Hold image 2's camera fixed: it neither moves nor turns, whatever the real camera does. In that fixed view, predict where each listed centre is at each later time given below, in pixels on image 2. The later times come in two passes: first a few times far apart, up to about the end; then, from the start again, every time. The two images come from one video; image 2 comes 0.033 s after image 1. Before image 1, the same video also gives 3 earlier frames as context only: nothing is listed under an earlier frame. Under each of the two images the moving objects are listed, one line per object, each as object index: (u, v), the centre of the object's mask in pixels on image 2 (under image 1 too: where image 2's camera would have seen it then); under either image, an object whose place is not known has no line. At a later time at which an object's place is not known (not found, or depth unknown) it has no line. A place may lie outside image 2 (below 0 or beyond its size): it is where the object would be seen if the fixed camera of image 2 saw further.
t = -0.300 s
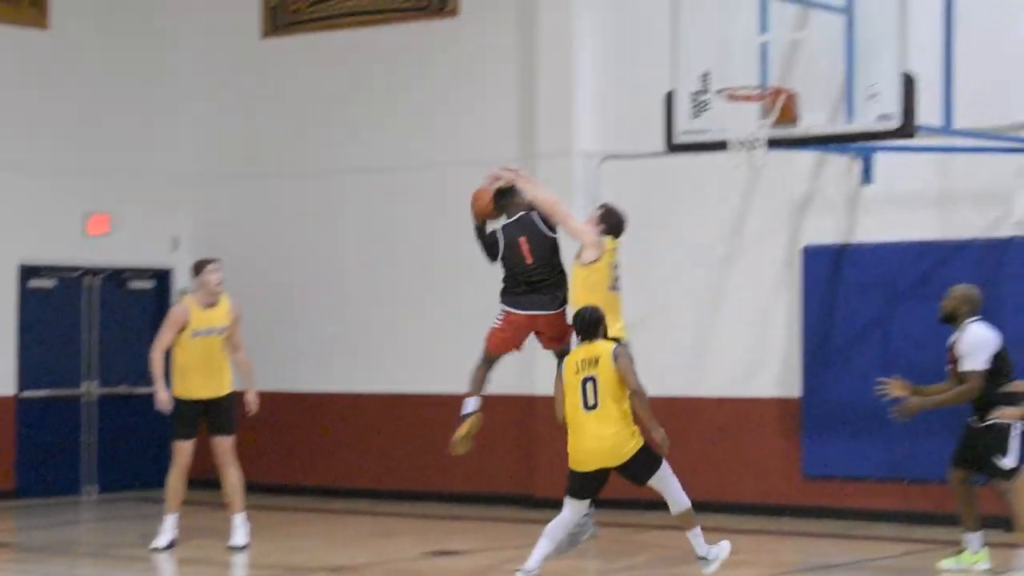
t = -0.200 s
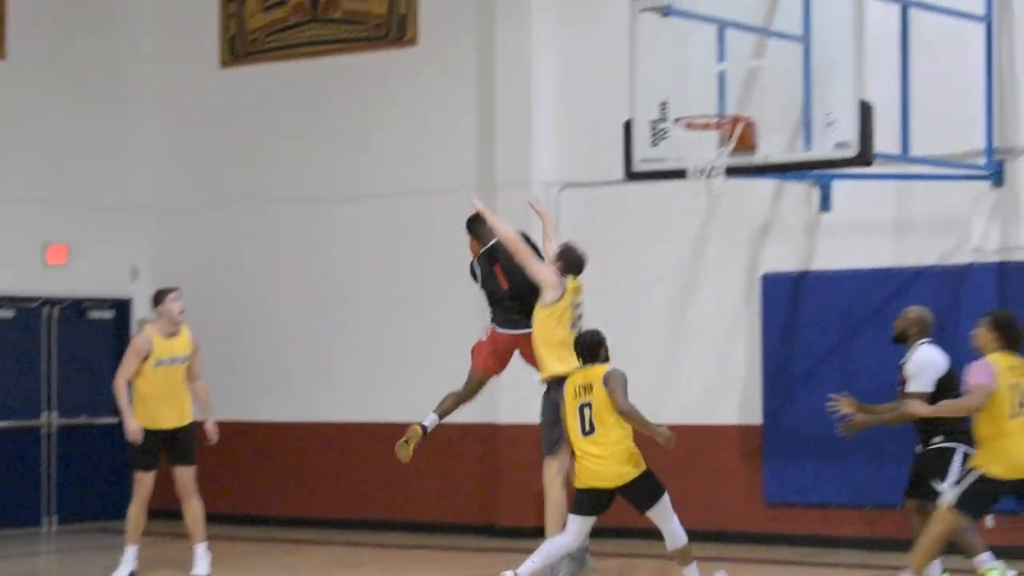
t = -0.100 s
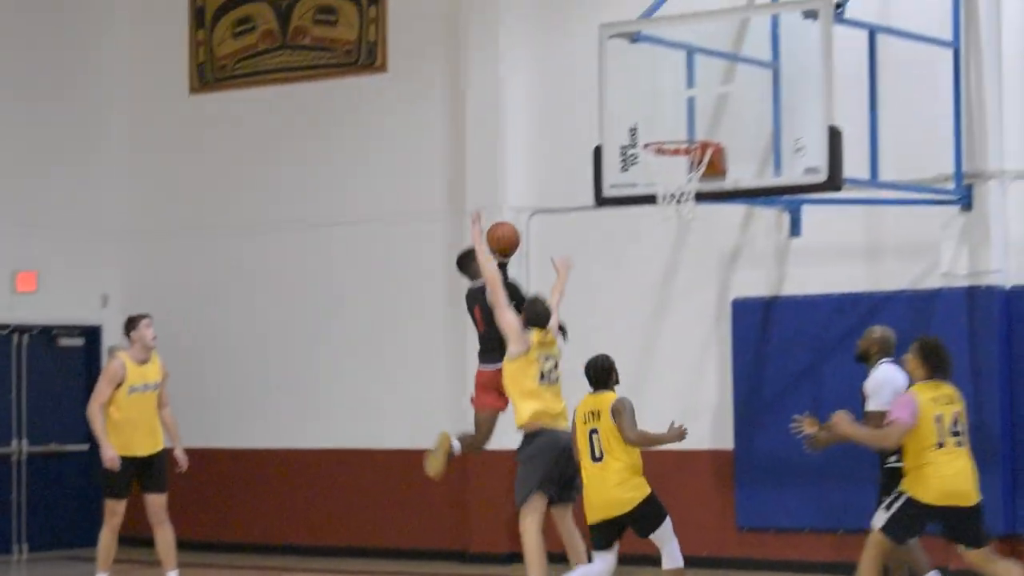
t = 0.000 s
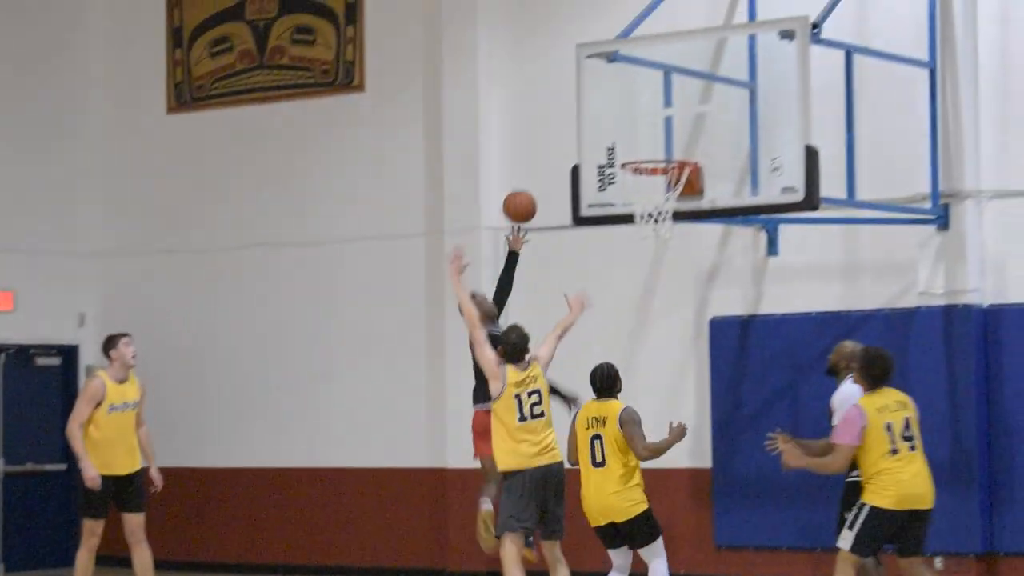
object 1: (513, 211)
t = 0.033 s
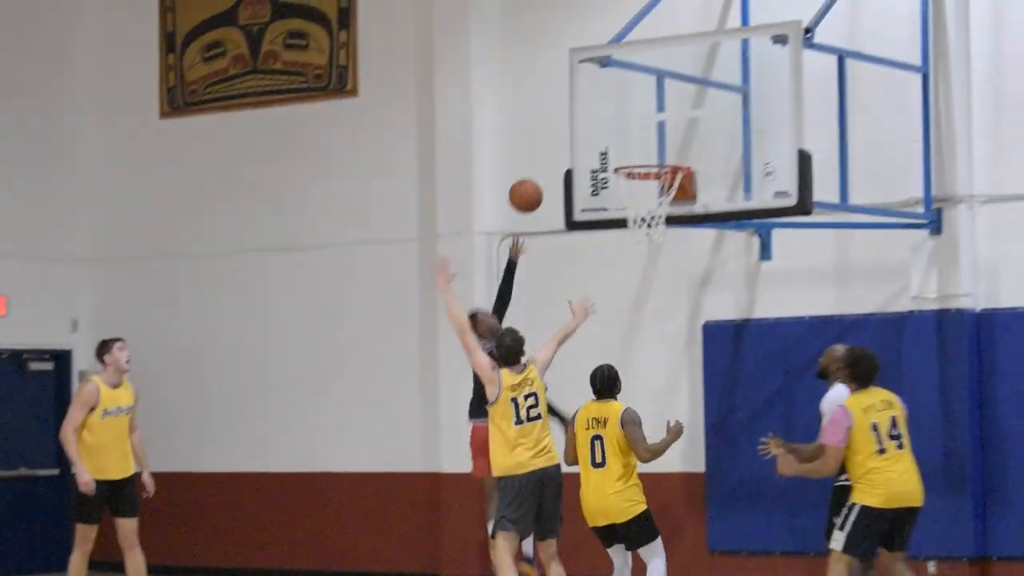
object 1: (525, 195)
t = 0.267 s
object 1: (616, 130)
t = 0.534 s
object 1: (639, 134)
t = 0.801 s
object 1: (649, 213)
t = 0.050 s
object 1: (532, 188)
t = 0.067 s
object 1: (538, 181)
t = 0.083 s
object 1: (545, 175)
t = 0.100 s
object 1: (551, 169)
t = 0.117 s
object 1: (558, 163)
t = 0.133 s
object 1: (564, 158)
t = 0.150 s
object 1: (570, 153)
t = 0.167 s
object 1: (577, 149)
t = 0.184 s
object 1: (583, 145)
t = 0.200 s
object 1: (590, 141)
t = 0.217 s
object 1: (596, 138)
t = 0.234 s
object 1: (603, 135)
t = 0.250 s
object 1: (609, 132)
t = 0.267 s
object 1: (616, 130)
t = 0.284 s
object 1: (618, 127)
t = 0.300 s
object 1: (619, 125)
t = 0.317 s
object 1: (621, 123)
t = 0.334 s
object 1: (622, 122)
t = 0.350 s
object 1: (623, 120)
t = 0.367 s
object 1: (625, 120)
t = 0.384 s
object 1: (626, 119)
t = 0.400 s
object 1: (627, 119)
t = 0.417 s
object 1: (629, 120)
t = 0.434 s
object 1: (630, 120)
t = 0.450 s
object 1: (632, 122)
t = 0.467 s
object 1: (633, 123)
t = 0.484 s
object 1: (634, 125)
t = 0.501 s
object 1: (636, 128)
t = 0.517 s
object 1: (637, 131)
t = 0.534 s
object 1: (639, 134)
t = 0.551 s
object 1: (640, 138)
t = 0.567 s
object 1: (641, 142)
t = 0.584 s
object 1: (643, 147)
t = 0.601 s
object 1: (644, 151)
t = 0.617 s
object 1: (645, 155)
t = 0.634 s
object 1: (645, 158)
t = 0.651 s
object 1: (646, 160)
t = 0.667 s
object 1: (647, 172)
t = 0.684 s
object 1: (647, 177)
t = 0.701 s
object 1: (647, 183)
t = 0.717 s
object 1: (650, 188)
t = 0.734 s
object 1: (650, 191)
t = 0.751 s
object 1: (647, 200)
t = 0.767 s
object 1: (647, 205)
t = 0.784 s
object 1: (648, 211)
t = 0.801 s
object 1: (649, 213)
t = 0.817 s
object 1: (649, 216)
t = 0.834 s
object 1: (650, 219)
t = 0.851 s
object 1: (649, 222)
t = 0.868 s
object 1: (650, 225)
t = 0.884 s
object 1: (651, 227)
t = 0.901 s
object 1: (651, 231)
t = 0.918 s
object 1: (651, 237)
